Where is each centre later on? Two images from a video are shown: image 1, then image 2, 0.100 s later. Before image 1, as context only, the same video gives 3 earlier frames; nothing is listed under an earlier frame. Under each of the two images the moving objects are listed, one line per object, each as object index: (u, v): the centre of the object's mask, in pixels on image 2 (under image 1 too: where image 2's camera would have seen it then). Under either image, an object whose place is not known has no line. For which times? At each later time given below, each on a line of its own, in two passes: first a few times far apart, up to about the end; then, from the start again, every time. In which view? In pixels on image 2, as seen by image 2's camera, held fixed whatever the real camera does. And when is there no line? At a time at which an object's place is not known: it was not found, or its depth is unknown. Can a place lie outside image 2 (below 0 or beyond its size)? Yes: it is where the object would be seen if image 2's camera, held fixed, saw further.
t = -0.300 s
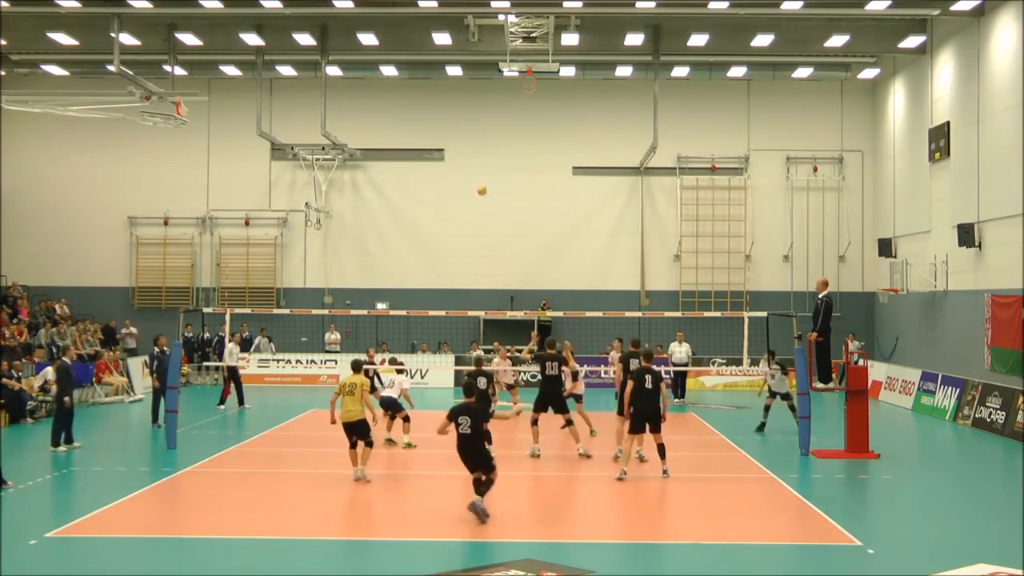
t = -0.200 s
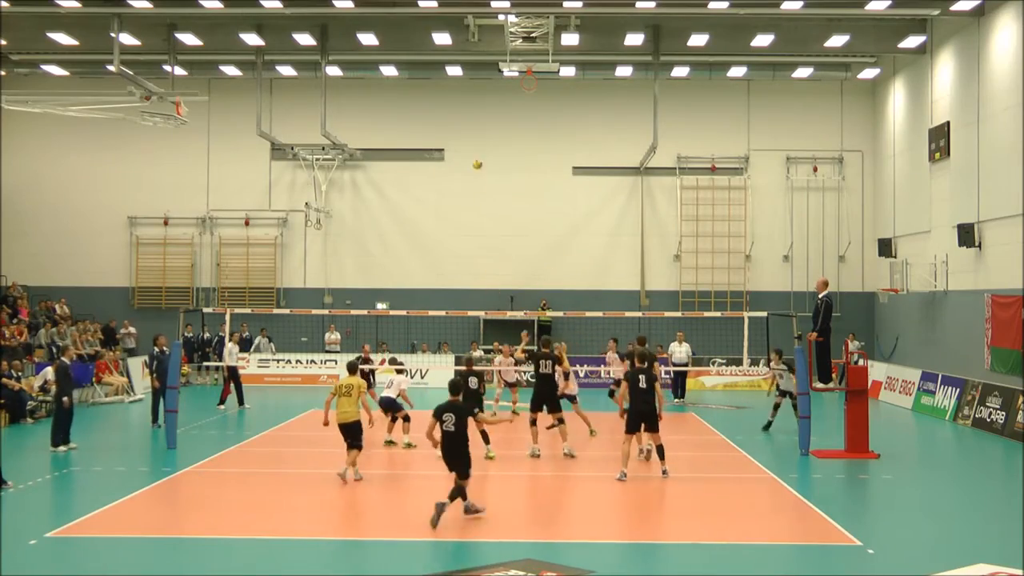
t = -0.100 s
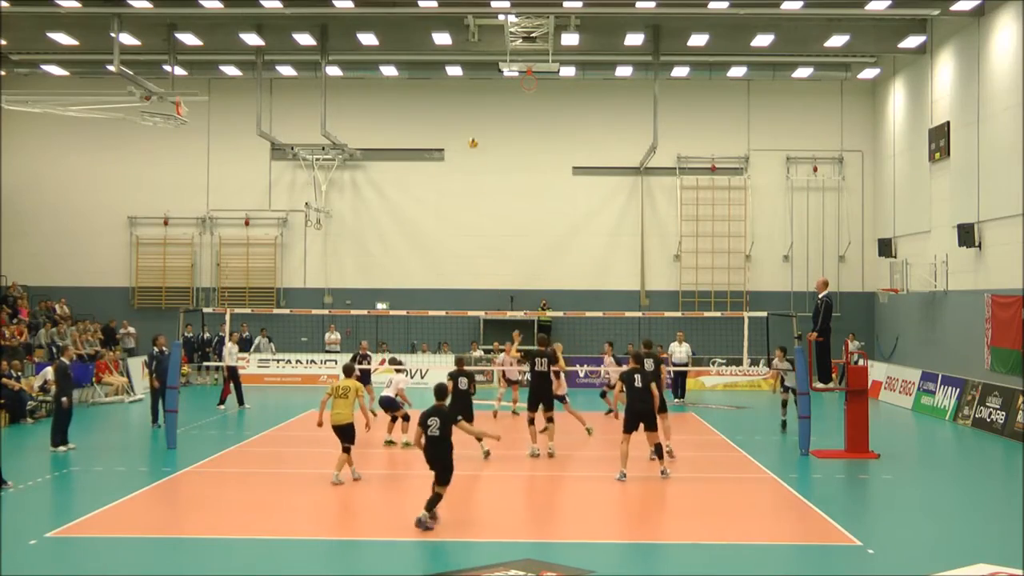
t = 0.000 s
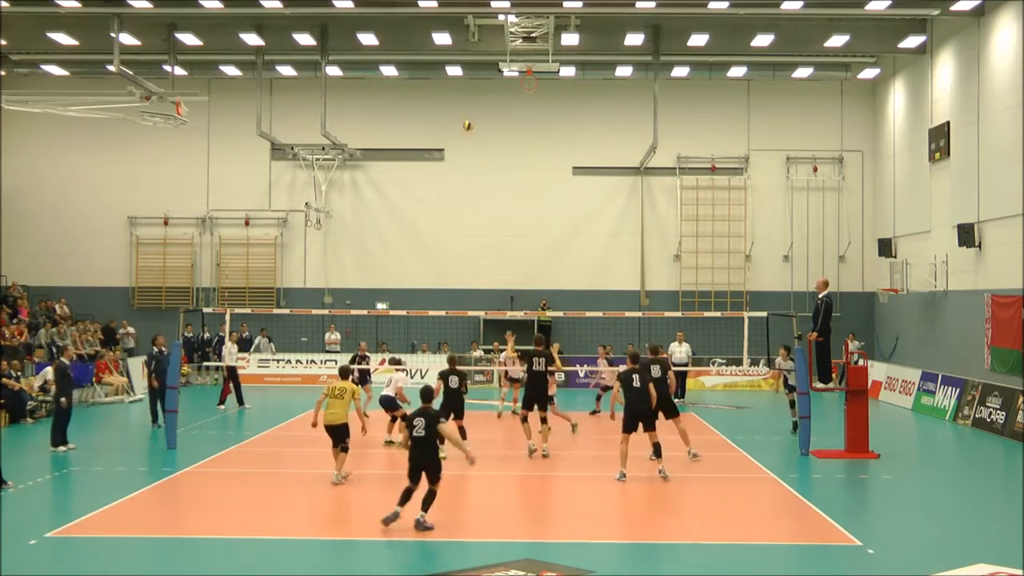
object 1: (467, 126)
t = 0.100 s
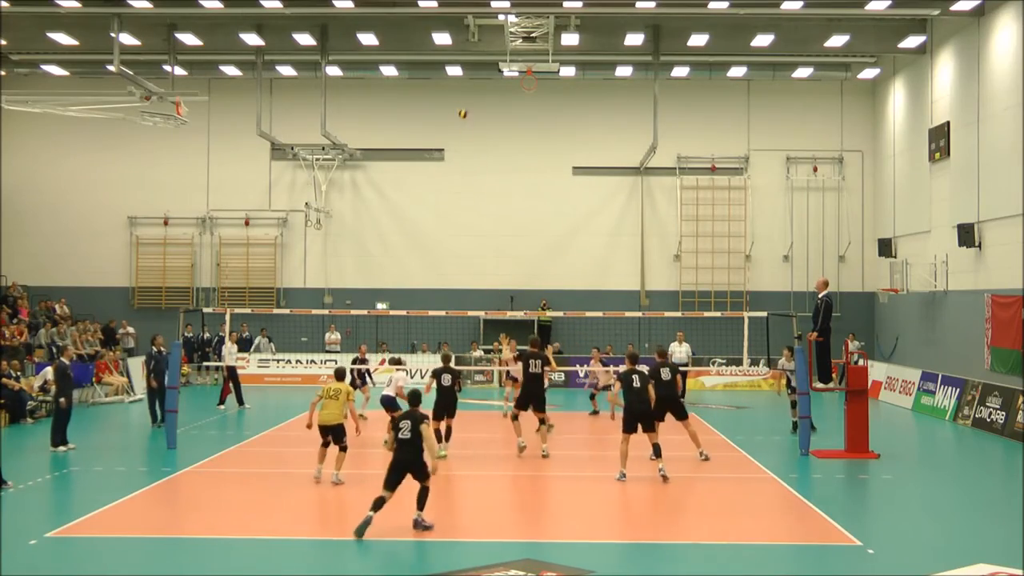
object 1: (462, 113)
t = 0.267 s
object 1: (455, 102)
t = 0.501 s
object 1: (442, 110)
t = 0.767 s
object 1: (426, 151)
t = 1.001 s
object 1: (413, 217)
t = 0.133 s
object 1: (461, 109)
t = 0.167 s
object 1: (459, 107)
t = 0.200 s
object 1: (458, 105)
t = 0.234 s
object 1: (456, 103)
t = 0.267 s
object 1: (455, 102)
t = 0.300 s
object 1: (453, 102)
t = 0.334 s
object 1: (451, 102)
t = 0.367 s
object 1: (449, 102)
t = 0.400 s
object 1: (448, 103)
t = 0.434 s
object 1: (446, 105)
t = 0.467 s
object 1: (444, 106)
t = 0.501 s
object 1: (442, 110)
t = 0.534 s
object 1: (440, 113)
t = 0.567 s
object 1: (438, 117)
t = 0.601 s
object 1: (437, 121)
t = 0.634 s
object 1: (434, 126)
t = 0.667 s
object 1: (433, 131)
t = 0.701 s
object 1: (431, 138)
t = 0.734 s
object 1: (429, 144)
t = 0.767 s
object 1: (426, 151)
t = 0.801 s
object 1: (425, 158)
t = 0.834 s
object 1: (423, 168)
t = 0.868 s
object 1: (421, 176)
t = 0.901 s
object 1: (419, 186)
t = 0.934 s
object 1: (417, 196)
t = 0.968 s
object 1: (415, 206)
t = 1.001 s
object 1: (413, 217)
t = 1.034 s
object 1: (411, 229)
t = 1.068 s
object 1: (408, 242)
